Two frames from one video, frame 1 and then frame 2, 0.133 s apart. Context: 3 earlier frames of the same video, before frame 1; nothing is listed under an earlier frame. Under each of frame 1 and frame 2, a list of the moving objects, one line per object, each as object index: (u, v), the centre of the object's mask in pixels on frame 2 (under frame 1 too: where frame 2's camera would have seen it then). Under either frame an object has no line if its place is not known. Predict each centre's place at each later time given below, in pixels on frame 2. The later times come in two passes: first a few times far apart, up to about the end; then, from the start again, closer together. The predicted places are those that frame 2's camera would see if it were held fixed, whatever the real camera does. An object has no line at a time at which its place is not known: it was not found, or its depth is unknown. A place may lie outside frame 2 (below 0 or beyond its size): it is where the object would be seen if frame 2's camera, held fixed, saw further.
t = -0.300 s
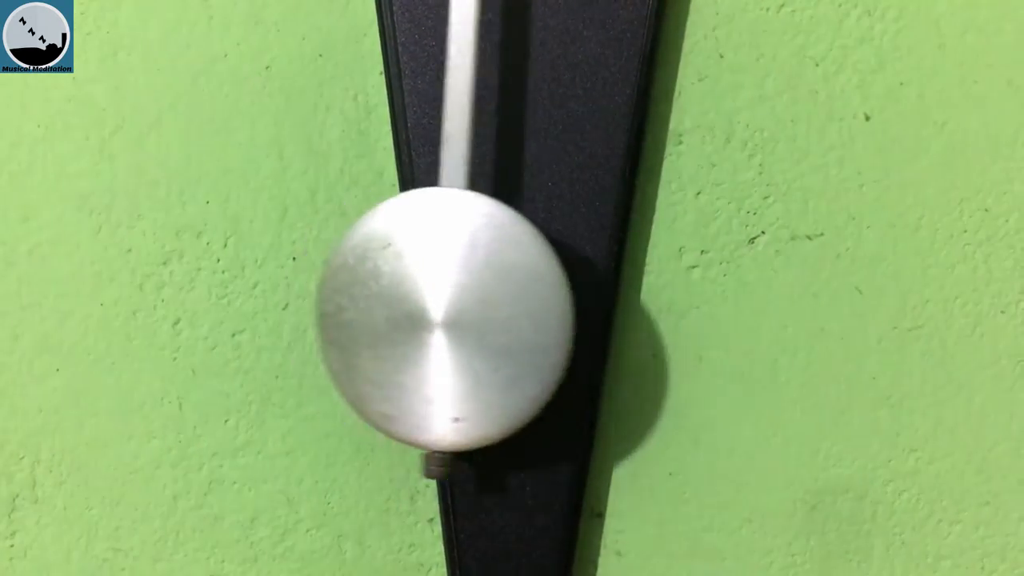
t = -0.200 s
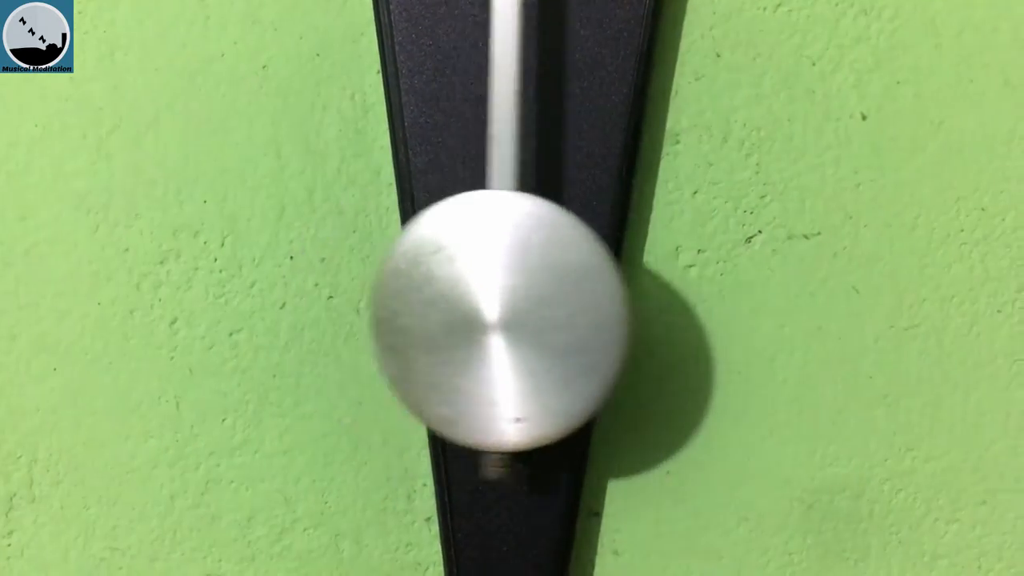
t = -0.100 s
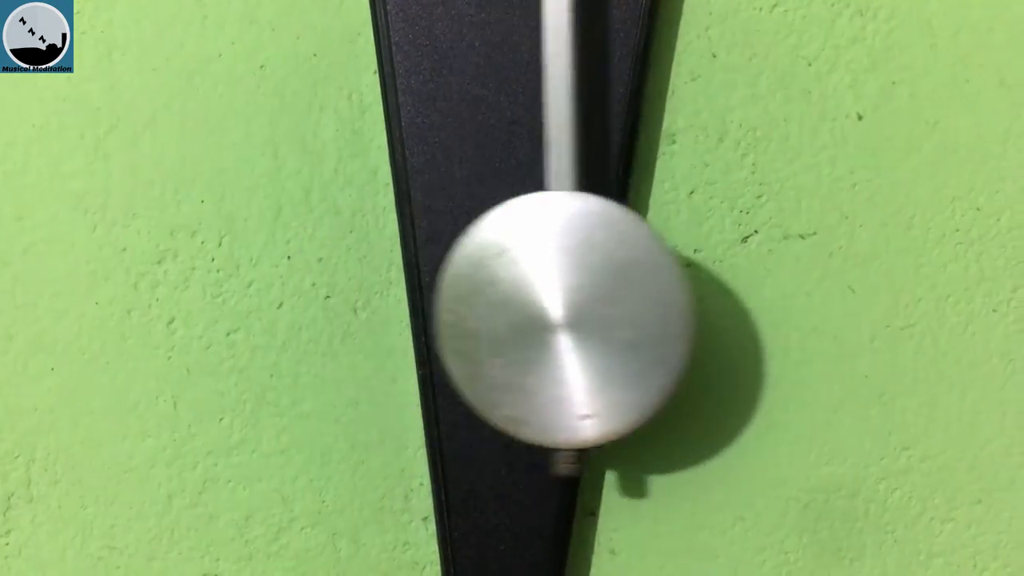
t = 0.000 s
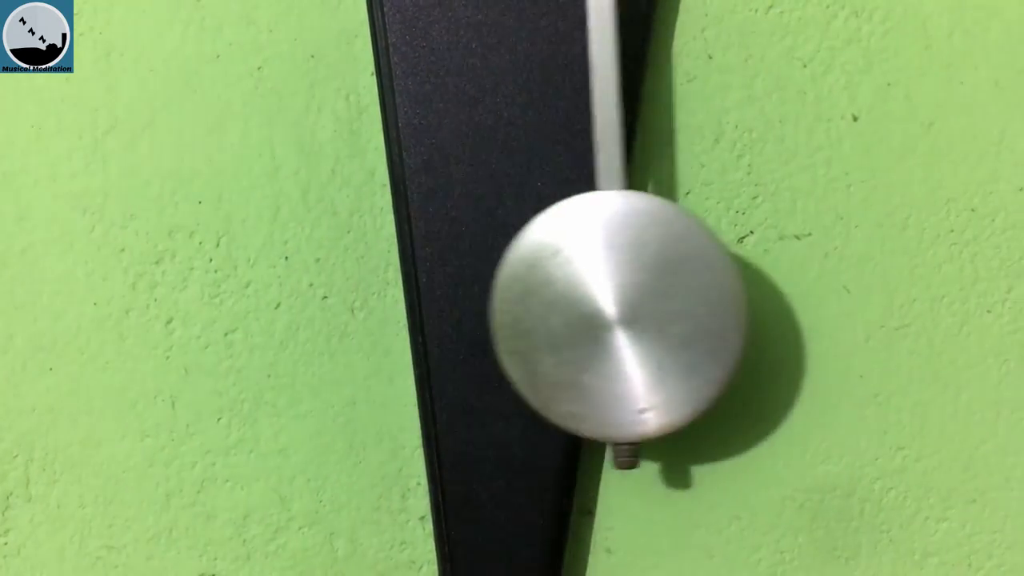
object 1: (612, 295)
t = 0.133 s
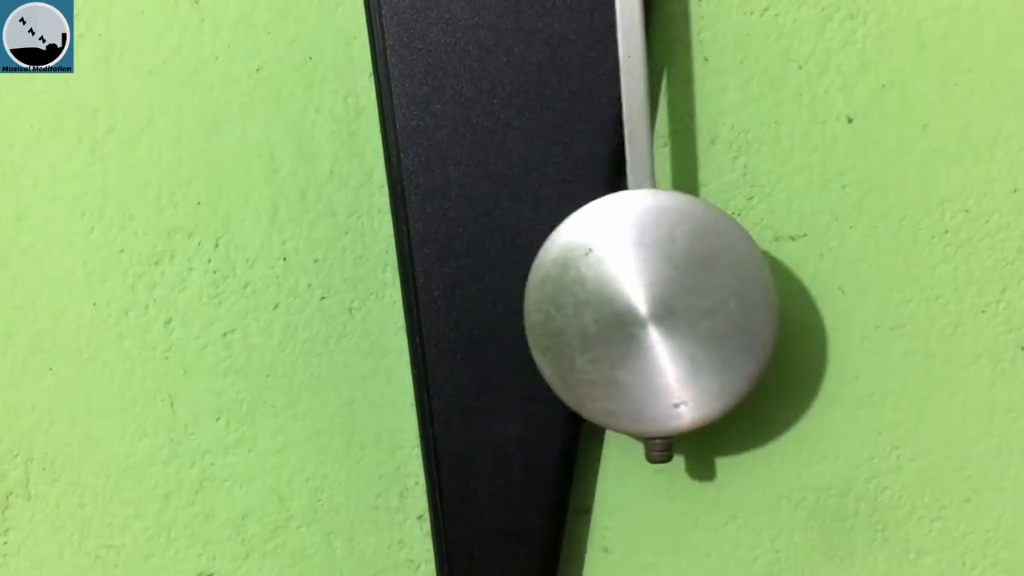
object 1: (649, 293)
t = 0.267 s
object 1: (625, 293)
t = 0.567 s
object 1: (445, 297)
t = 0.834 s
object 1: (416, 297)
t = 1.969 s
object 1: (402, 292)
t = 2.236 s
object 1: (548, 294)
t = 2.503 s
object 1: (655, 298)
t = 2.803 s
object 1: (515, 293)
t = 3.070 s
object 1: (405, 289)
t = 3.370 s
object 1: (525, 296)
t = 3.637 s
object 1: (648, 296)
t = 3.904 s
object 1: (558, 291)
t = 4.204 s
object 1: (405, 292)
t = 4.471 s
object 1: (478, 296)
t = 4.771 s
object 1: (638, 295)
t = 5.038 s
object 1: (579, 292)
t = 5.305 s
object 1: (427, 291)
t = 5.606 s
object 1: (460, 290)
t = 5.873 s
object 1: (619, 289)
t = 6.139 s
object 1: (623, 290)
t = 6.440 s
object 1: (444, 290)
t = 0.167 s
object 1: (649, 292)
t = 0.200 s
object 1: (645, 292)
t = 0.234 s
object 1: (636, 292)
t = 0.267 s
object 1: (625, 293)
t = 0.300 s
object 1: (610, 293)
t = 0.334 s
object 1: (592, 294)
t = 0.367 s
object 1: (572, 294)
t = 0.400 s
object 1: (551, 295)
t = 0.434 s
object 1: (530, 295)
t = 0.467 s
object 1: (508, 295)
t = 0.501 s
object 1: (486, 296)
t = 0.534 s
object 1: (465, 296)
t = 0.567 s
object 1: (445, 297)
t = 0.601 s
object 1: (427, 297)
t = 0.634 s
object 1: (414, 297)
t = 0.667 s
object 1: (403, 296)
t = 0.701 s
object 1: (397, 297)
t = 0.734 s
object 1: (395, 297)
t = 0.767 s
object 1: (398, 297)
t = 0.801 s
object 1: (405, 297)
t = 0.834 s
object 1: (416, 297)
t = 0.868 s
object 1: (431, 295)
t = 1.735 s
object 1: (444, 296)
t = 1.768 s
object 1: (426, 296)
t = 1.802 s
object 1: (412, 296)
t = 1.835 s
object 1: (402, 295)
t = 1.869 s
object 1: (396, 294)
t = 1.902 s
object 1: (393, 293)
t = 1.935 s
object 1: (395, 293)
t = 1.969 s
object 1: (402, 292)
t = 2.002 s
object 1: (412, 291)
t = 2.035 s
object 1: (426, 291)
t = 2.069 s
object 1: (442, 291)
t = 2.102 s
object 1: (461, 292)
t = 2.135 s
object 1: (482, 293)
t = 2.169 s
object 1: (504, 293)
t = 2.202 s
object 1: (526, 294)
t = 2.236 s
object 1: (548, 294)
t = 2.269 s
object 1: (570, 294)
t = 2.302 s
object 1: (591, 295)
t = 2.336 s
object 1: (610, 296)
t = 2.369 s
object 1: (626, 296)
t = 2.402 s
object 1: (640, 297)
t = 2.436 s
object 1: (649, 297)
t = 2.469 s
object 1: (654, 297)
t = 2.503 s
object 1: (655, 298)
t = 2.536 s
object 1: (652, 298)
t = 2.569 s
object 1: (644, 298)
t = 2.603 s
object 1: (632, 298)
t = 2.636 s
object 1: (617, 297)
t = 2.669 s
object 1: (599, 295)
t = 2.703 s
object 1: (579, 294)
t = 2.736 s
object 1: (558, 295)
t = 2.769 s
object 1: (536, 294)
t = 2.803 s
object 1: (515, 293)
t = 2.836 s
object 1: (494, 292)
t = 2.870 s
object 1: (474, 291)
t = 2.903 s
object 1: (456, 291)
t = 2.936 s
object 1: (439, 289)
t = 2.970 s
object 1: (425, 289)
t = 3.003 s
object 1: (415, 289)
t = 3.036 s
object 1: (407, 290)
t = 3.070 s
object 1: (405, 289)
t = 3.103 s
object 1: (405, 290)
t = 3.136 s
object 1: (410, 291)
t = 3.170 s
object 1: (418, 292)
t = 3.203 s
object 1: (430, 292)
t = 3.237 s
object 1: (445, 293)
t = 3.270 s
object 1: (463, 294)
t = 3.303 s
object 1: (482, 296)
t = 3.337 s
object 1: (504, 296)
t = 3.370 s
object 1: (525, 296)
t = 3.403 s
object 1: (545, 298)
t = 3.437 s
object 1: (567, 298)
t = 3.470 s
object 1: (587, 297)
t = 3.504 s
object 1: (606, 296)
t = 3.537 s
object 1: (622, 297)
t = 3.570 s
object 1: (634, 296)
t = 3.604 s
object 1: (643, 296)
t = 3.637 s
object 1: (648, 296)
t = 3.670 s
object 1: (649, 295)
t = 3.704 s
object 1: (645, 295)
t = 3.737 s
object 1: (638, 294)
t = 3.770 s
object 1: (627, 293)
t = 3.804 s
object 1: (613, 292)
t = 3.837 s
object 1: (597, 291)
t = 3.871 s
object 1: (577, 292)
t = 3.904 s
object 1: (558, 291)
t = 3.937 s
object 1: (537, 291)
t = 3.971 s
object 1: (516, 291)
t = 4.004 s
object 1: (496, 291)
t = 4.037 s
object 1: (476, 290)
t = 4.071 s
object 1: (457, 289)
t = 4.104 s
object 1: (440, 287)
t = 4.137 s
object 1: (425, 292)
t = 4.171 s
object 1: (413, 292)
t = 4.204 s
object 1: (405, 292)
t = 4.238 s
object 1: (401, 293)
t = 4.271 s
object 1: (401, 294)
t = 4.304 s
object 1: (405, 294)
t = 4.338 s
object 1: (413, 295)
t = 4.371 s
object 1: (425, 296)
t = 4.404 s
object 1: (441, 295)
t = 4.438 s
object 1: (459, 295)
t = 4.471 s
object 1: (478, 296)
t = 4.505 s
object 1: (499, 295)
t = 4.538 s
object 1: (521, 295)
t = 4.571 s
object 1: (541, 296)
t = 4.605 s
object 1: (562, 294)
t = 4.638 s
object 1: (582, 293)
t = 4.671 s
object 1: (600, 293)
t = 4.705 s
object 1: (615, 294)
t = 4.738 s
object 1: (628, 294)
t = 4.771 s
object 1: (638, 295)
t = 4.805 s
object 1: (643, 294)
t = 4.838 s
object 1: (644, 294)
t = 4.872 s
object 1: (642, 293)
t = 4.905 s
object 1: (636, 293)
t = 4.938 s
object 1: (626, 293)
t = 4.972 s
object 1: (613, 293)
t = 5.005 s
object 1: (597, 293)
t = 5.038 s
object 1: (579, 292)
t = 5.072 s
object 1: (559, 292)
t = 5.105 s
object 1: (538, 292)
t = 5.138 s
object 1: (519, 291)
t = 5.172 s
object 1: (498, 292)
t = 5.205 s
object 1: (479, 291)
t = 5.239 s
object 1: (459, 291)
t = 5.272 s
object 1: (440, 292)
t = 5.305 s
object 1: (427, 291)
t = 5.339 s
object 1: (415, 291)
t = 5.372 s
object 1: (408, 291)
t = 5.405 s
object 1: (404, 291)
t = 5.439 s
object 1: (405, 290)
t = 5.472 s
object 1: (409, 290)
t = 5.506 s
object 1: (417, 291)
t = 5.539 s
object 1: (428, 290)
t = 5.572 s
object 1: (443, 290)
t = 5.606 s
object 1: (460, 290)
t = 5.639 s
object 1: (480, 290)
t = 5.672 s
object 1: (501, 288)
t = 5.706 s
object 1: (522, 287)
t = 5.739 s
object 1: (542, 289)
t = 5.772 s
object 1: (564, 289)
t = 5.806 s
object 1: (584, 289)
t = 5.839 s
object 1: (603, 289)
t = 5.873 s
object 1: (619, 289)
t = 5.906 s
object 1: (633, 290)
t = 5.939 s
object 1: (643, 290)
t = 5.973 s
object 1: (650, 290)
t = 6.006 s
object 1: (652, 290)
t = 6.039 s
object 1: (651, 290)
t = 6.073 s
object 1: (645, 290)
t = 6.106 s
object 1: (636, 290)
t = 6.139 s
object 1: (623, 290)
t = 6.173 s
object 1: (607, 290)
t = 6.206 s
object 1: (588, 290)
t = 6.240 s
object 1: (568, 289)
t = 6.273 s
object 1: (547, 290)
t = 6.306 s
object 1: (527, 287)
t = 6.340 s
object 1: (505, 288)
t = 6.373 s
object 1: (484, 286)
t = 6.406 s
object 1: (463, 290)
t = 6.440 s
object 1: (444, 290)
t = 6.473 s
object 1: (428, 289)
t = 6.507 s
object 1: (415, 290)
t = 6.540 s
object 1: (406, 290)
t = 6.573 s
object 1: (401, 290)
